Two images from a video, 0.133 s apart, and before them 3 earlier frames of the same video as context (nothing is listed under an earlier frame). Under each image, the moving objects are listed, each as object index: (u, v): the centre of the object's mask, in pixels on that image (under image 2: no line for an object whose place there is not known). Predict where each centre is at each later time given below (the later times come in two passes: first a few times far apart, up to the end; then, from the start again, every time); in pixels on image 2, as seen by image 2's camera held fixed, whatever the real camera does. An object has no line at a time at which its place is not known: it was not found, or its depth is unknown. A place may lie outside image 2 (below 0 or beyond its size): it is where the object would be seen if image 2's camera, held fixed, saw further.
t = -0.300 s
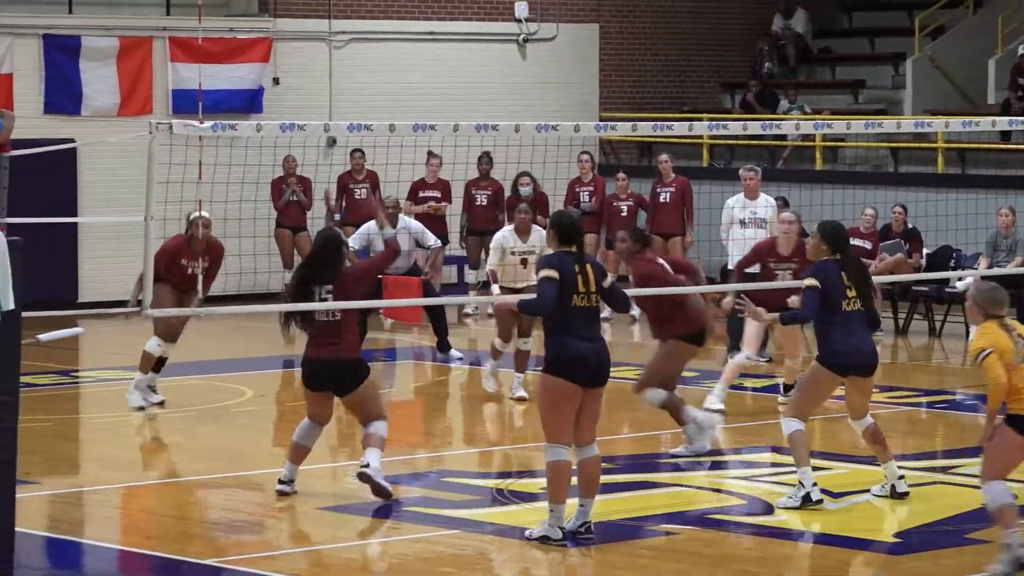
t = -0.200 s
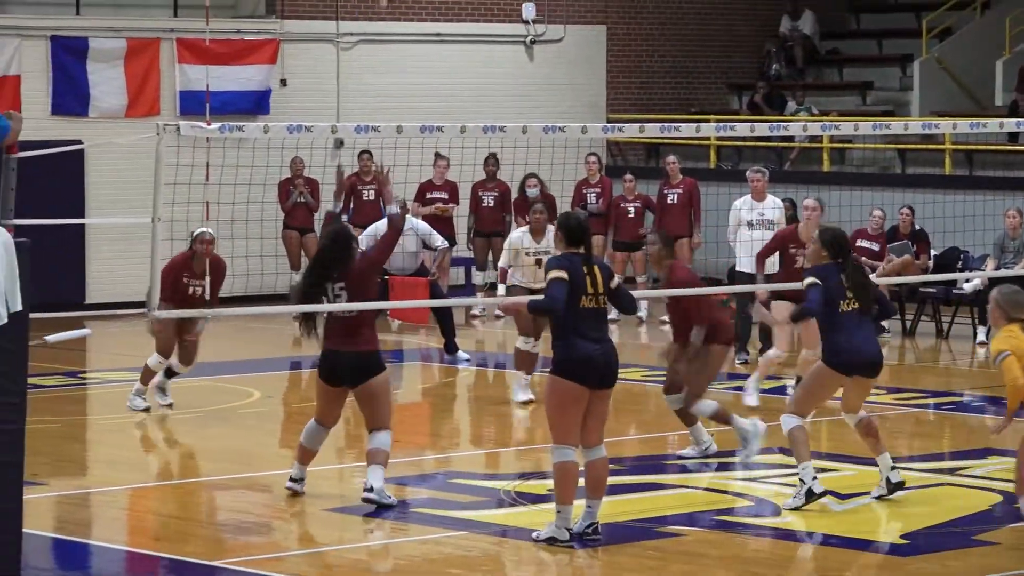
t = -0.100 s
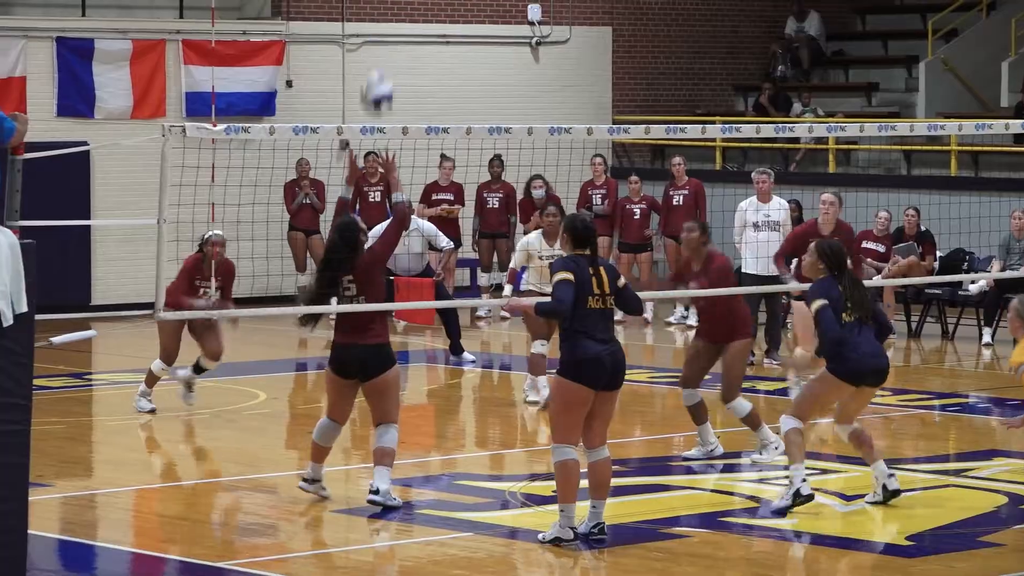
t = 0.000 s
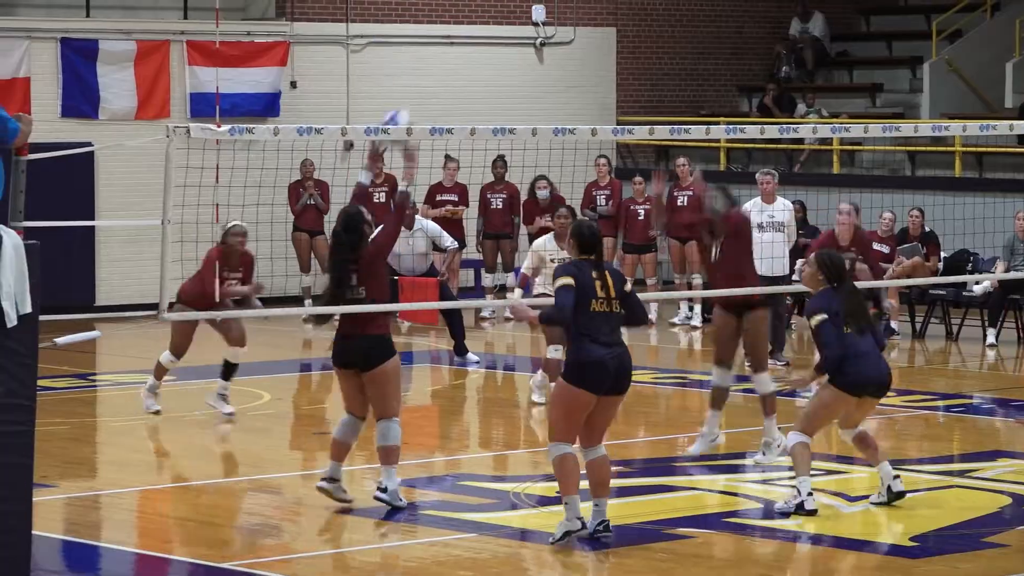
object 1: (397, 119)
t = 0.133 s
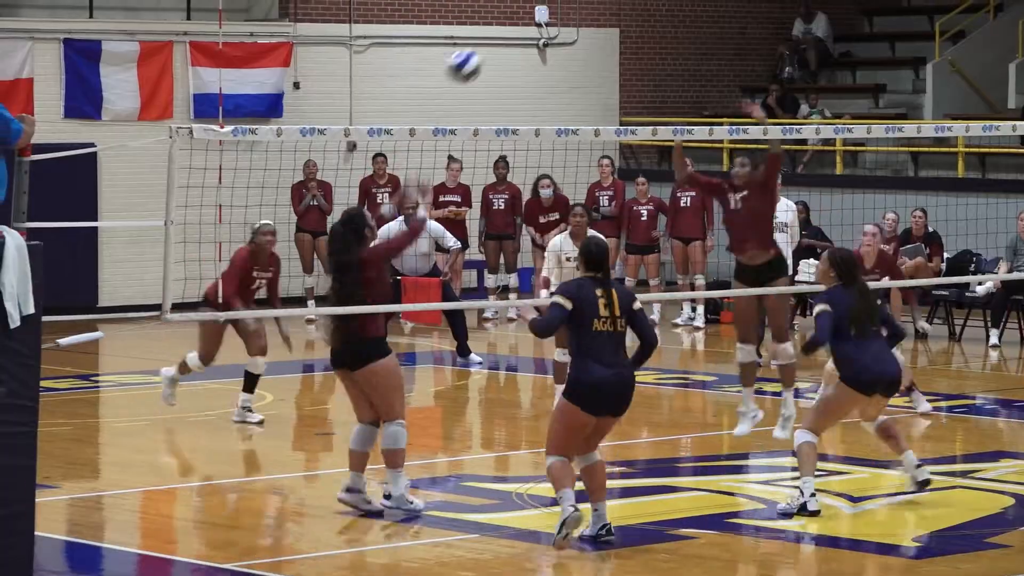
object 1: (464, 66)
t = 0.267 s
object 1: (526, 33)
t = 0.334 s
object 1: (552, 29)
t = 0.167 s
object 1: (480, 55)
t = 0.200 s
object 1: (495, 46)
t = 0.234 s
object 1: (511, 38)
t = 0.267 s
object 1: (526, 33)
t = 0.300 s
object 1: (539, 31)
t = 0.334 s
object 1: (552, 29)
